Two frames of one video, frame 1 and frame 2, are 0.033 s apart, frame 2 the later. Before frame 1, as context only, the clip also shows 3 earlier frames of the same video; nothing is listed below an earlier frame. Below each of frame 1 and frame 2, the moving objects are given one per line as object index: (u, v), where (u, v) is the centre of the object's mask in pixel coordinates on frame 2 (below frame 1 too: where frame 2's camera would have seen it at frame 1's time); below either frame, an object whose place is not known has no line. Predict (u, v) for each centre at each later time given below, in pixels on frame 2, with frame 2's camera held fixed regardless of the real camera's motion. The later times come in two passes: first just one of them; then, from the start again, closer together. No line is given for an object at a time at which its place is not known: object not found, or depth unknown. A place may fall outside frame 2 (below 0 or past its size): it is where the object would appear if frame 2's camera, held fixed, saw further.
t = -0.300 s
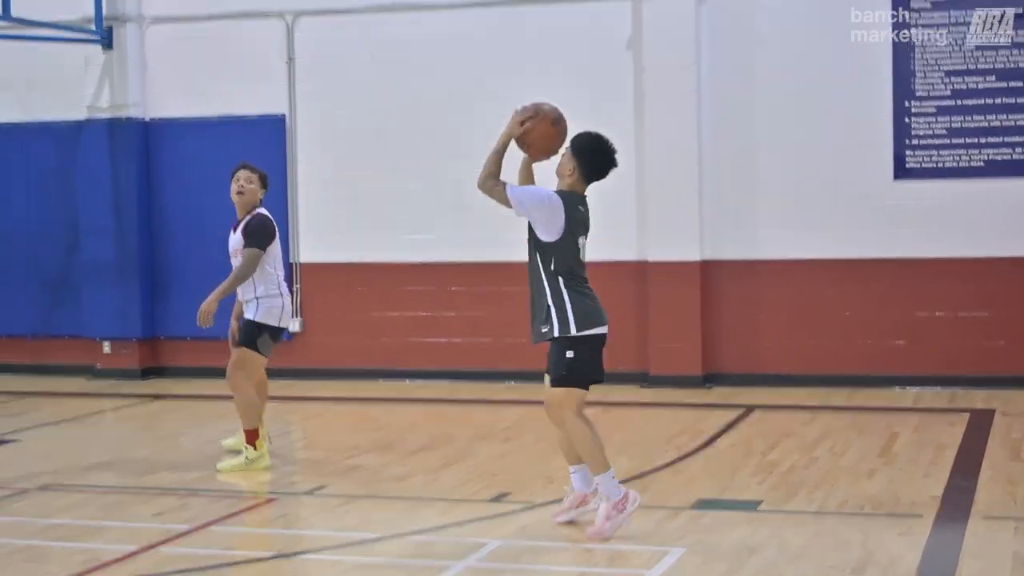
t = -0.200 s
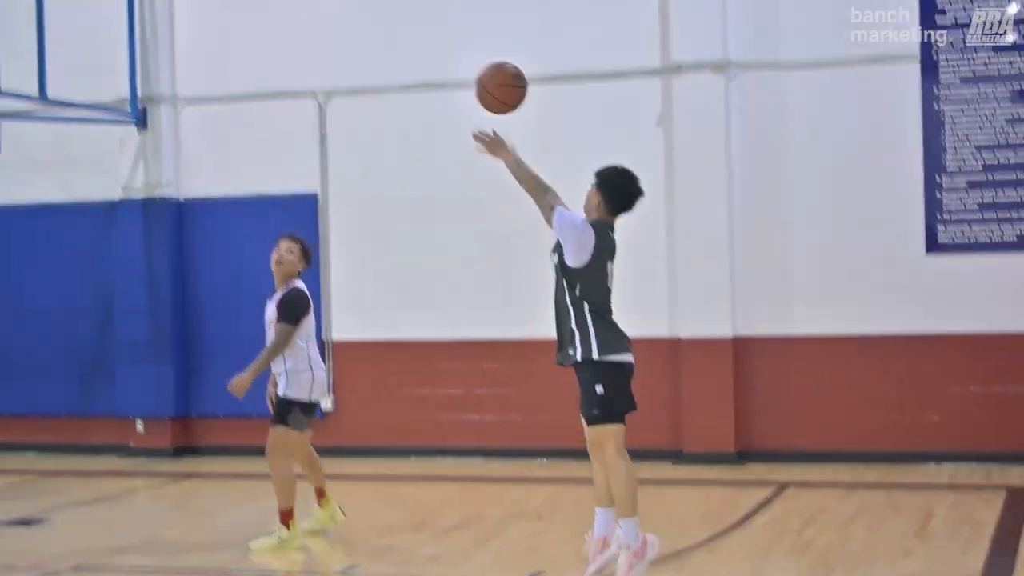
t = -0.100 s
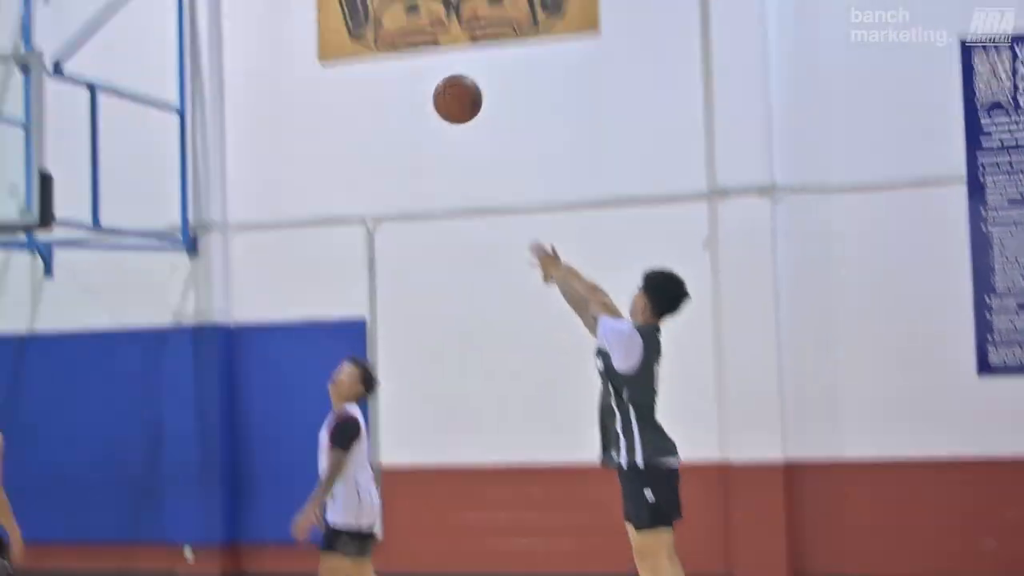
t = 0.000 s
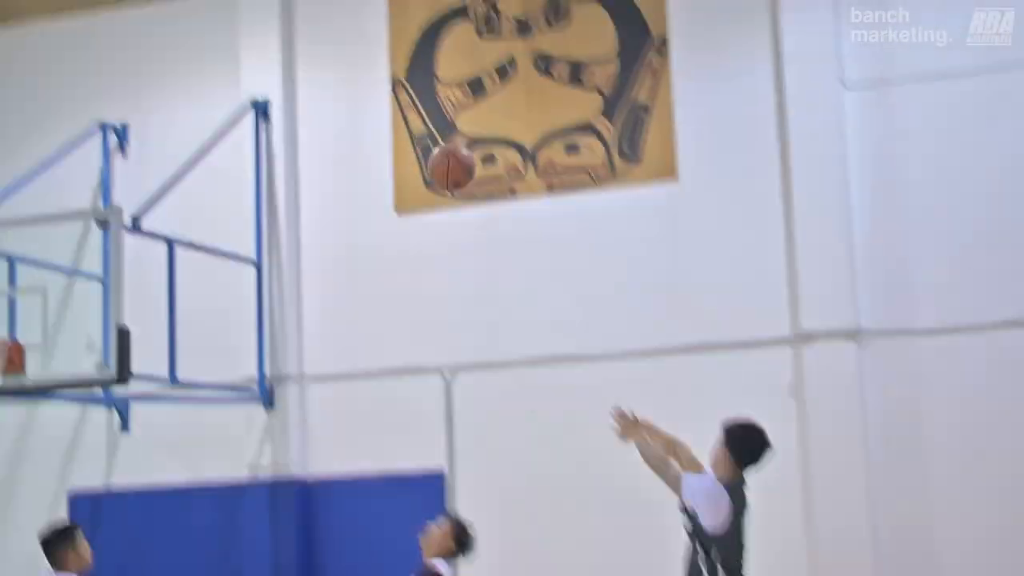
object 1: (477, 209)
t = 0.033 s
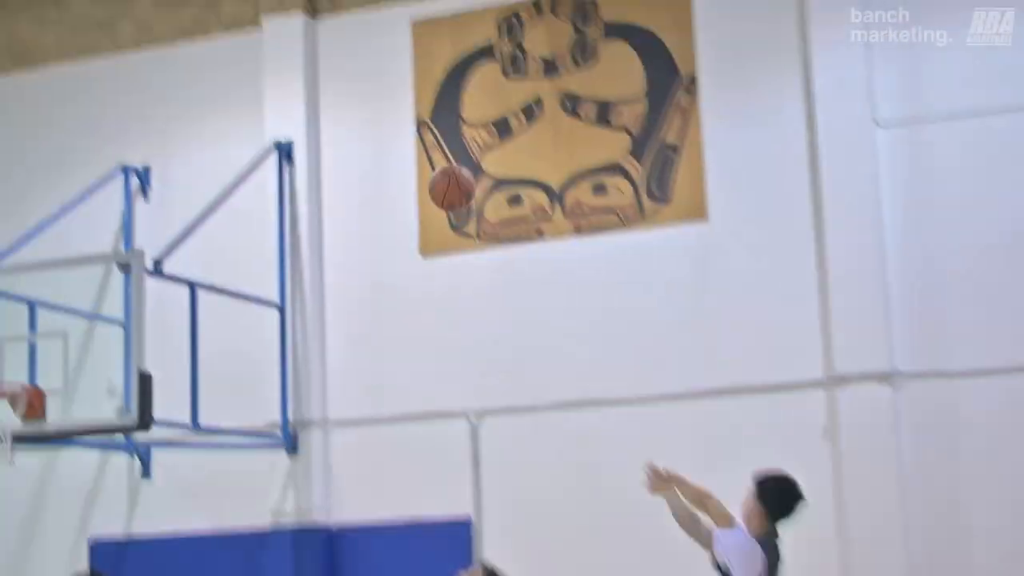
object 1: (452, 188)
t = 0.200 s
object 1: (340, 123)
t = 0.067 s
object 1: (427, 170)
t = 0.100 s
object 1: (404, 154)
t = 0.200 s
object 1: (340, 123)
